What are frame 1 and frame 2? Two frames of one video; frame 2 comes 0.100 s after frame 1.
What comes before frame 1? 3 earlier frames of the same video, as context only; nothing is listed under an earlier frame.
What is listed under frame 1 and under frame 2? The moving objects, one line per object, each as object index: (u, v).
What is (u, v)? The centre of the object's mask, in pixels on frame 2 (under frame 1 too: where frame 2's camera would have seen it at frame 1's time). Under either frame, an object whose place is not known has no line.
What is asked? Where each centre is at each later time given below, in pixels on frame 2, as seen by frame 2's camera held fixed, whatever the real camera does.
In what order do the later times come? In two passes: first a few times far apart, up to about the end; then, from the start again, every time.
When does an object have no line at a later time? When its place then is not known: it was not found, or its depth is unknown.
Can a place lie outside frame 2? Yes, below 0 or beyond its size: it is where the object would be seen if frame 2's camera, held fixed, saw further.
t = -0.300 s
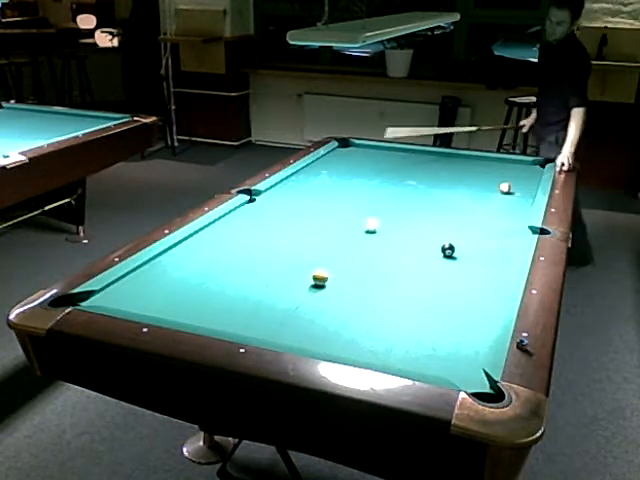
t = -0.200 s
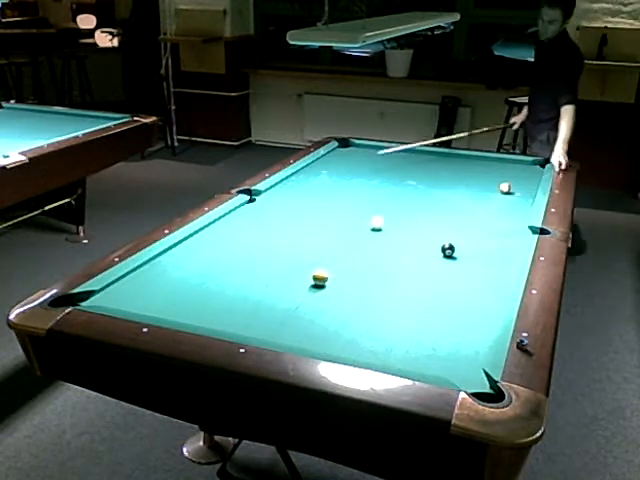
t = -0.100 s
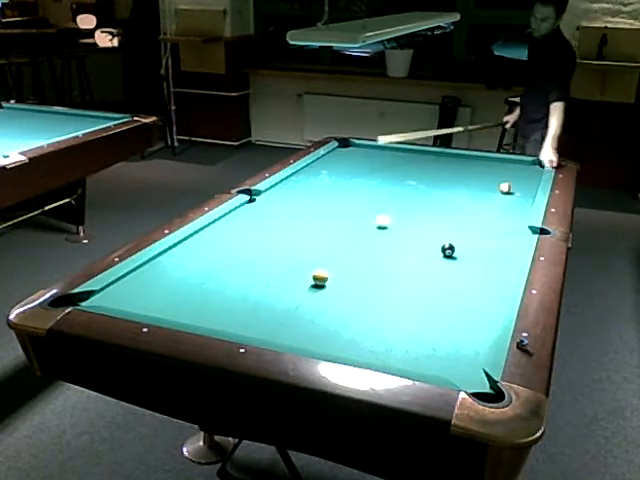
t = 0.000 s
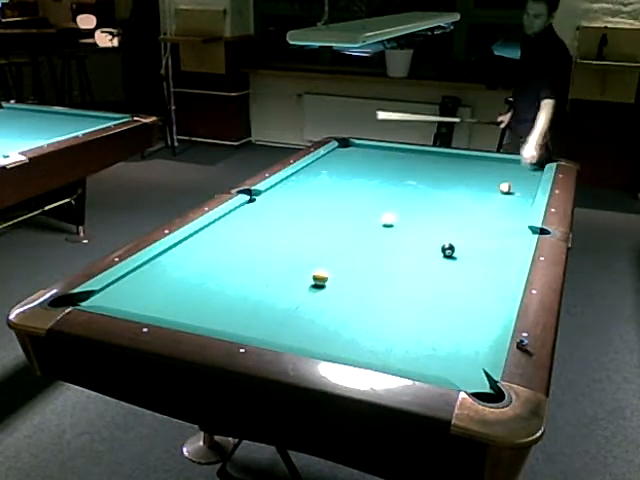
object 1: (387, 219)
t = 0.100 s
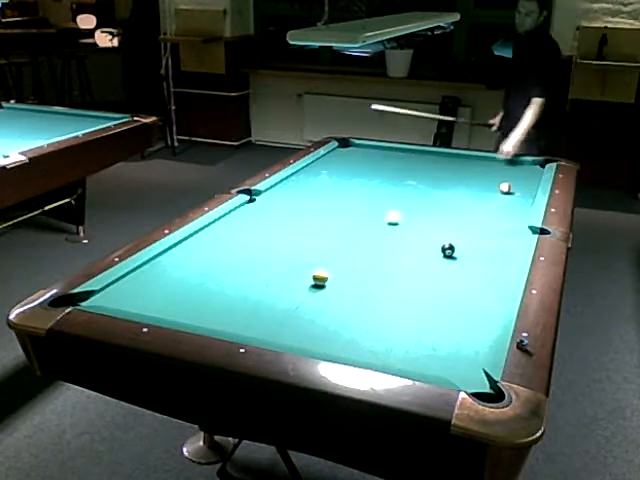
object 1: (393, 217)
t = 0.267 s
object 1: (401, 214)
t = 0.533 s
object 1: (414, 209)
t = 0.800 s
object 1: (425, 206)
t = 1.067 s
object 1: (436, 202)
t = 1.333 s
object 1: (445, 199)
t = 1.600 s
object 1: (454, 196)
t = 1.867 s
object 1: (461, 193)
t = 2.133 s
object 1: (468, 191)
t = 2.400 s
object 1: (474, 189)
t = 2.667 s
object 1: (480, 188)
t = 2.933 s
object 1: (485, 186)
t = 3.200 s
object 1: (489, 185)
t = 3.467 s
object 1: (494, 184)
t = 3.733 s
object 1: (496, 183)
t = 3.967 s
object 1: (499, 181)
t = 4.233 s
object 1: (501, 180)
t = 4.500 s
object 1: (504, 179)
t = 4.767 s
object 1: (505, 179)
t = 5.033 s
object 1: (506, 179)
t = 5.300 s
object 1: (506, 179)
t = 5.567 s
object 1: (506, 179)
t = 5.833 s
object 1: (507, 179)
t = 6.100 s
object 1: (507, 179)
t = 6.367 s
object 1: (507, 179)
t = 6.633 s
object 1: (507, 179)
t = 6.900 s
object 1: (507, 179)
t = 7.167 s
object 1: (507, 179)
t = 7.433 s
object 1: (507, 179)
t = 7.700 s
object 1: (507, 179)
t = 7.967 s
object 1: (507, 179)
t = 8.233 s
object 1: (507, 179)
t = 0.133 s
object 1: (395, 216)
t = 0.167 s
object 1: (396, 216)
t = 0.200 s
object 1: (398, 215)
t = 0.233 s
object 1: (400, 215)
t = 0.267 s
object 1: (401, 214)
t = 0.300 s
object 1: (403, 213)
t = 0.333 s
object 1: (404, 213)
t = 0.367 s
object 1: (406, 212)
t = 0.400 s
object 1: (408, 212)
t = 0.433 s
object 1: (409, 211)
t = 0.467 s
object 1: (411, 210)
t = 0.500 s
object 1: (413, 210)
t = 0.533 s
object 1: (414, 209)
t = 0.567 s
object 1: (415, 209)
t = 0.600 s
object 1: (417, 208)
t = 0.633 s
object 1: (419, 208)
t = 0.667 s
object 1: (420, 207)
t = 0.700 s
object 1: (421, 207)
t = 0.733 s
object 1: (423, 207)
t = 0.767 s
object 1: (424, 206)
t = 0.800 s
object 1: (425, 206)
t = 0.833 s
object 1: (427, 206)
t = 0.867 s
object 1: (428, 205)
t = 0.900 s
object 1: (429, 204)
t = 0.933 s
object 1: (430, 204)
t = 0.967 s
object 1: (431, 204)
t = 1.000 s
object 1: (433, 203)
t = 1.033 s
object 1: (435, 203)
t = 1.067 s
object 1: (436, 202)
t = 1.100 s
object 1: (437, 201)
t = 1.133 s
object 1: (438, 201)
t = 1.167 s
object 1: (439, 200)
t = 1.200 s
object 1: (440, 200)
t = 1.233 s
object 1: (441, 200)
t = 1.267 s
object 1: (443, 199)
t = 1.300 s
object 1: (443, 199)
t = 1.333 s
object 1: (445, 199)
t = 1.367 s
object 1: (446, 199)
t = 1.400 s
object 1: (447, 198)
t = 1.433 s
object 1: (448, 197)
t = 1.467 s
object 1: (449, 197)
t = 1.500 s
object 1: (450, 197)
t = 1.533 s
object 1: (452, 197)
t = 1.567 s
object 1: (453, 197)
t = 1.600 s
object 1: (454, 196)
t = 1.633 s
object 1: (455, 196)
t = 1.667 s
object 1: (456, 195)
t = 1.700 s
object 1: (456, 195)
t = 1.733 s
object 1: (458, 195)
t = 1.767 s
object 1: (459, 194)
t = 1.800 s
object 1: (460, 194)
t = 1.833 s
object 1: (460, 194)
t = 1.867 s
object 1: (461, 193)
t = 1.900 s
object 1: (462, 193)
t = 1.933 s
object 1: (463, 192)
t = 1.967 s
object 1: (464, 192)
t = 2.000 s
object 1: (465, 192)
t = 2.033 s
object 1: (466, 192)
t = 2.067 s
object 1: (467, 191)
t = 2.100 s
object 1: (467, 191)
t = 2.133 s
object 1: (468, 191)
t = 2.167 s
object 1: (469, 191)
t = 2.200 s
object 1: (470, 190)
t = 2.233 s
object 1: (471, 190)
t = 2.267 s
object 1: (472, 190)
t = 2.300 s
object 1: (472, 190)
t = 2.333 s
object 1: (473, 190)
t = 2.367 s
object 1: (474, 190)
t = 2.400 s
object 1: (474, 189)
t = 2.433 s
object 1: (475, 189)
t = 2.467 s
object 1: (476, 189)
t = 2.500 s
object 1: (476, 189)
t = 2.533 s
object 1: (477, 189)
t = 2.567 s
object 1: (478, 188)
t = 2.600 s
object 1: (478, 188)
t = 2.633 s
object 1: (479, 188)
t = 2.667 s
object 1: (480, 188)
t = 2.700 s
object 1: (481, 187)
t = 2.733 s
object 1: (481, 187)
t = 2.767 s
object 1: (482, 187)
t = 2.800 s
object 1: (483, 187)
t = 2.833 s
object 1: (483, 187)
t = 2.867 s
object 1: (484, 187)
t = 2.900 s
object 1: (484, 187)
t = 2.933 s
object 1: (485, 186)
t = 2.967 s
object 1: (486, 186)
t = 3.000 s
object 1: (487, 186)
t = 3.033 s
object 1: (487, 186)
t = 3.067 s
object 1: (488, 186)
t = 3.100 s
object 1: (488, 186)
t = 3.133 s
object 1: (489, 185)
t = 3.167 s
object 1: (489, 185)
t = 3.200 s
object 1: (489, 185)
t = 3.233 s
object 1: (490, 185)
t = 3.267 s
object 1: (491, 185)
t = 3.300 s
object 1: (491, 185)
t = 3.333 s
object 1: (492, 185)
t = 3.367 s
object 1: (492, 184)
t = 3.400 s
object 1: (493, 184)
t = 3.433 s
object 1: (493, 184)
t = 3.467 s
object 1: (494, 184)
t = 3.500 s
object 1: (494, 184)
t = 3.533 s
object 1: (495, 183)
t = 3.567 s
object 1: (495, 183)
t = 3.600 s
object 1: (495, 183)
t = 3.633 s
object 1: (495, 183)
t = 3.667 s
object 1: (496, 183)
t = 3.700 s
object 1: (496, 183)
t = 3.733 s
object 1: (496, 183)
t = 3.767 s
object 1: (497, 182)
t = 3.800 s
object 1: (497, 182)
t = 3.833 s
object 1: (498, 182)
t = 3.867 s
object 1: (498, 182)
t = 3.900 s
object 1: (498, 182)
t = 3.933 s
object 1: (499, 182)
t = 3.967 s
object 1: (499, 181)
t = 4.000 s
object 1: (499, 181)
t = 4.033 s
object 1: (500, 181)
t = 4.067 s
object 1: (500, 181)
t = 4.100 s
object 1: (500, 181)
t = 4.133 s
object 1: (500, 181)
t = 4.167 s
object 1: (501, 181)
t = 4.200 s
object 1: (501, 180)
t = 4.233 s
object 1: (501, 180)
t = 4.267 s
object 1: (502, 180)
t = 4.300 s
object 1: (502, 180)
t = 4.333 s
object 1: (502, 180)
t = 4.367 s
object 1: (502, 180)
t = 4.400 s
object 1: (503, 180)
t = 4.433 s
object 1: (504, 180)
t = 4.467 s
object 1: (504, 179)
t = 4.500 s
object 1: (504, 179)
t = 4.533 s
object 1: (504, 179)
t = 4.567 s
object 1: (504, 180)
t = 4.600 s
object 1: (504, 179)
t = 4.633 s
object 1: (504, 179)
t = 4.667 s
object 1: (505, 179)
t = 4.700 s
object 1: (505, 179)
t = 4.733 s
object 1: (505, 179)
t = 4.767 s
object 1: (505, 179)
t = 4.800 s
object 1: (505, 179)
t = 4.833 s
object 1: (505, 179)
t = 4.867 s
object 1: (505, 179)
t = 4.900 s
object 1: (506, 179)
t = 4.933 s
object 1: (506, 179)
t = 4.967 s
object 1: (506, 179)
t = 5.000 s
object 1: (506, 179)
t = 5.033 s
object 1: (506, 179)
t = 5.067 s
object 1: (506, 179)
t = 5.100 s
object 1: (506, 179)
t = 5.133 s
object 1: (506, 179)
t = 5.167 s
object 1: (506, 179)
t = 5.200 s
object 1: (506, 179)
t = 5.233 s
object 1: (506, 179)
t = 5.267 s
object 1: (506, 179)
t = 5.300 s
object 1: (506, 179)
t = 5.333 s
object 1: (506, 179)
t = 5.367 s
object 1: (506, 179)
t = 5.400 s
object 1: (506, 179)
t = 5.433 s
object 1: (506, 179)
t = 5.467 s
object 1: (506, 179)
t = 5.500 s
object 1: (507, 179)
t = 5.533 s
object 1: (506, 179)
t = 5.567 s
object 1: (506, 179)
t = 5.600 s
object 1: (506, 179)
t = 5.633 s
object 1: (506, 179)
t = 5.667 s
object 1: (507, 179)
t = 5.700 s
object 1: (507, 179)
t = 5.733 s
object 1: (507, 179)
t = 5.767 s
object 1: (507, 179)
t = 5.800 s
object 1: (507, 179)
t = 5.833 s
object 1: (507, 179)
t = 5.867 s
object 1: (507, 179)
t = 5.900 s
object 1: (507, 179)
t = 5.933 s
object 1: (507, 179)
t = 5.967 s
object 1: (507, 179)
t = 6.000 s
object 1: (507, 179)
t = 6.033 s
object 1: (507, 179)
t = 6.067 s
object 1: (507, 179)
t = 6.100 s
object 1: (507, 179)
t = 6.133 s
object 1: (507, 179)
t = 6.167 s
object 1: (507, 179)
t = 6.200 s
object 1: (507, 179)
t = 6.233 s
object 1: (507, 179)
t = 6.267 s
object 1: (507, 179)
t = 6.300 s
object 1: (507, 179)
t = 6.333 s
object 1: (507, 179)
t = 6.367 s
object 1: (507, 179)
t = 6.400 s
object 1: (507, 179)
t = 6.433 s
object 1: (507, 179)
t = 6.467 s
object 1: (507, 179)
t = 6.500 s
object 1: (507, 179)
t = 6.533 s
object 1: (507, 179)
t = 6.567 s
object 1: (507, 179)
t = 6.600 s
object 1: (507, 179)
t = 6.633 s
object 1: (507, 179)
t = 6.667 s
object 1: (507, 179)
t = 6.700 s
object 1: (507, 179)
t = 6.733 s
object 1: (507, 179)
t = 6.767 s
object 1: (507, 179)
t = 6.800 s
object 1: (507, 179)
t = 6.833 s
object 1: (507, 179)
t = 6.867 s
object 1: (507, 179)
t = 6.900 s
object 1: (507, 179)
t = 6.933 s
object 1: (507, 179)
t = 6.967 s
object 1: (507, 179)
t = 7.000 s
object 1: (507, 179)
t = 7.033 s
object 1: (507, 179)
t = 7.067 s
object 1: (507, 179)
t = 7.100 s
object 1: (507, 179)
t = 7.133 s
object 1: (507, 179)
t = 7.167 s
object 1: (507, 179)
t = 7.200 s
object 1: (507, 179)
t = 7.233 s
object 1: (507, 179)
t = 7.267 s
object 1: (507, 179)
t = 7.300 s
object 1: (507, 179)
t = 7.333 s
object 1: (507, 179)
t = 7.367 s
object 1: (507, 179)
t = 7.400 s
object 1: (507, 179)
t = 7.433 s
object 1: (507, 179)
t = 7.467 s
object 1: (507, 179)
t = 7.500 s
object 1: (507, 179)
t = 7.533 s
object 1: (507, 179)
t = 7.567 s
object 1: (507, 179)
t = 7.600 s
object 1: (507, 179)
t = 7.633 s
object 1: (507, 179)
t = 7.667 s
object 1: (507, 179)
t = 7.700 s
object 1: (507, 179)
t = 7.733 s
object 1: (507, 179)
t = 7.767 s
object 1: (507, 179)
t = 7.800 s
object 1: (507, 179)
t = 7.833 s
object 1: (507, 179)
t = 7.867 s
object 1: (507, 179)
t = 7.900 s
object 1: (507, 179)
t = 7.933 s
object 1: (507, 179)
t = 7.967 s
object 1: (507, 179)
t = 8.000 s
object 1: (507, 179)
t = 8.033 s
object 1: (507, 179)
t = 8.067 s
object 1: (507, 179)
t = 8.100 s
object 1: (507, 179)
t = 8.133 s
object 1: (507, 179)
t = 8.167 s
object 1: (507, 179)
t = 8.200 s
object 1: (507, 179)
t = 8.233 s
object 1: (507, 179)
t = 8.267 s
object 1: (507, 179)
